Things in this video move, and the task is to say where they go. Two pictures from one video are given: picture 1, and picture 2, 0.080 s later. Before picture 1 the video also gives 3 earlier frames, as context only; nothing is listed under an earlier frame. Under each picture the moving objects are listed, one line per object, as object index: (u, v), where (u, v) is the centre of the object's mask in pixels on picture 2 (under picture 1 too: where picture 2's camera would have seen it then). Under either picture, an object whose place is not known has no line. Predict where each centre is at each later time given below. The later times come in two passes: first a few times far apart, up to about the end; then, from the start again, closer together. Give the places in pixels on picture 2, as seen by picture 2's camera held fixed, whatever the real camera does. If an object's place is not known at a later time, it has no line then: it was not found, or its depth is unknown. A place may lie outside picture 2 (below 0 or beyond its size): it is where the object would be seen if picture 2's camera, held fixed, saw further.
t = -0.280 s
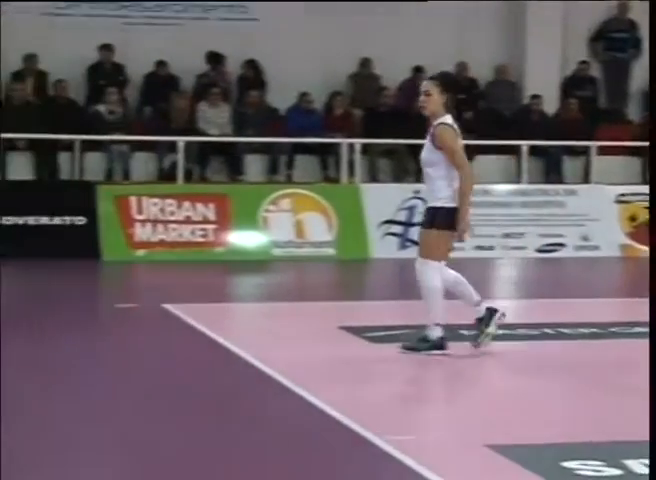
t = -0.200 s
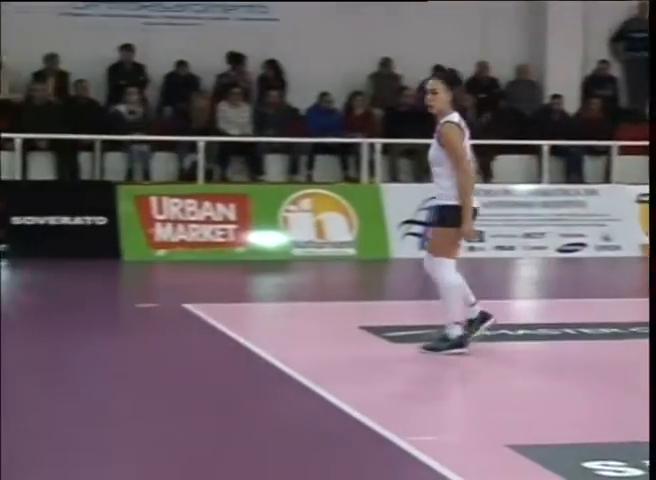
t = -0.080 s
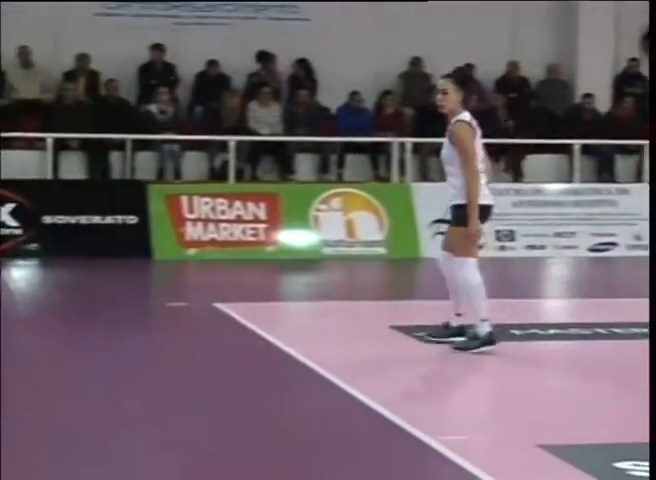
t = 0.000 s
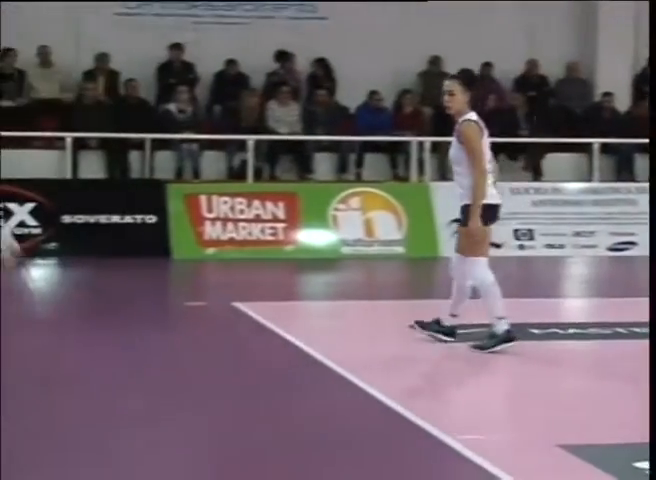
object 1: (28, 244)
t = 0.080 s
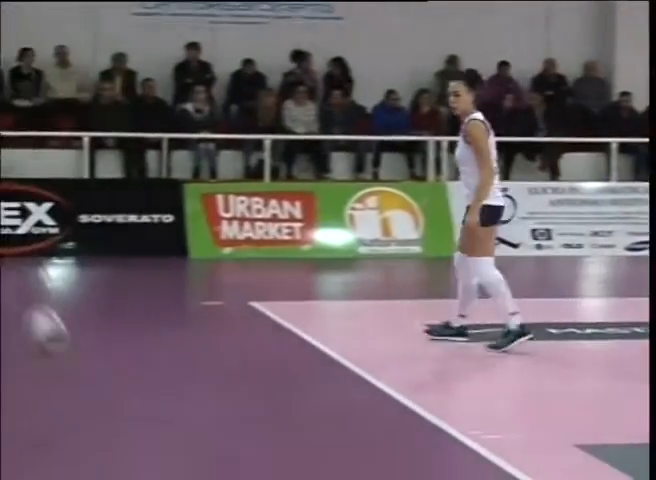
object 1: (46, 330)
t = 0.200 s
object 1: (86, 340)
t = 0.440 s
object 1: (166, 193)
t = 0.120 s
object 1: (57, 372)
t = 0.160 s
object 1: (71, 377)
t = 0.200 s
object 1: (86, 340)
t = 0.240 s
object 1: (103, 305)
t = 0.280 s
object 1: (120, 277)
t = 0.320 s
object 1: (131, 251)
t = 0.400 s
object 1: (156, 209)
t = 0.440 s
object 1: (166, 193)
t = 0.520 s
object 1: (188, 168)
